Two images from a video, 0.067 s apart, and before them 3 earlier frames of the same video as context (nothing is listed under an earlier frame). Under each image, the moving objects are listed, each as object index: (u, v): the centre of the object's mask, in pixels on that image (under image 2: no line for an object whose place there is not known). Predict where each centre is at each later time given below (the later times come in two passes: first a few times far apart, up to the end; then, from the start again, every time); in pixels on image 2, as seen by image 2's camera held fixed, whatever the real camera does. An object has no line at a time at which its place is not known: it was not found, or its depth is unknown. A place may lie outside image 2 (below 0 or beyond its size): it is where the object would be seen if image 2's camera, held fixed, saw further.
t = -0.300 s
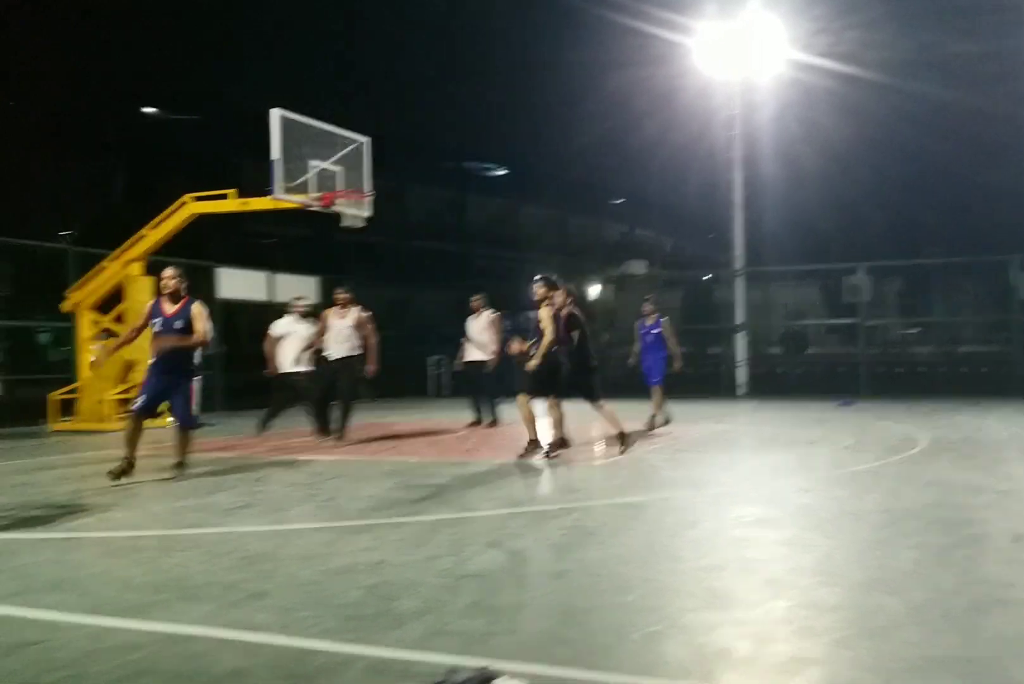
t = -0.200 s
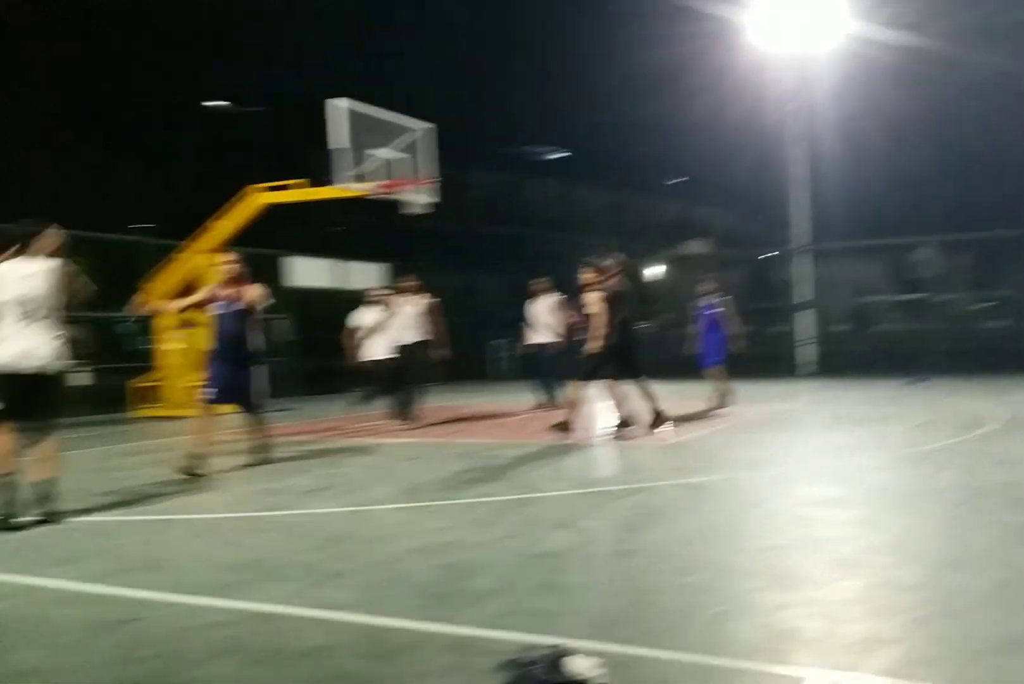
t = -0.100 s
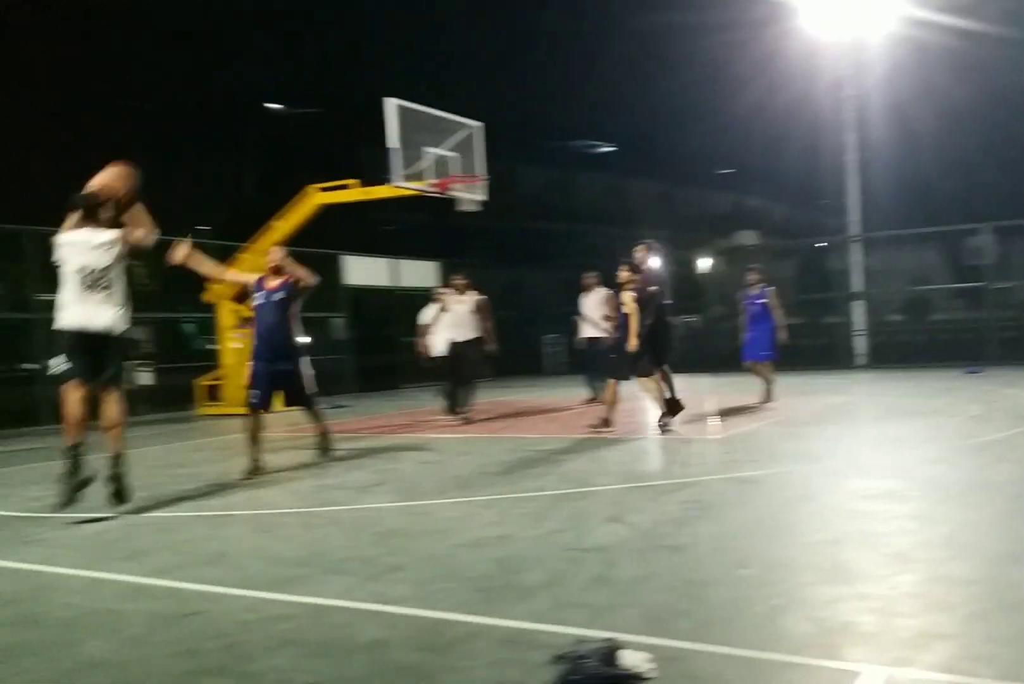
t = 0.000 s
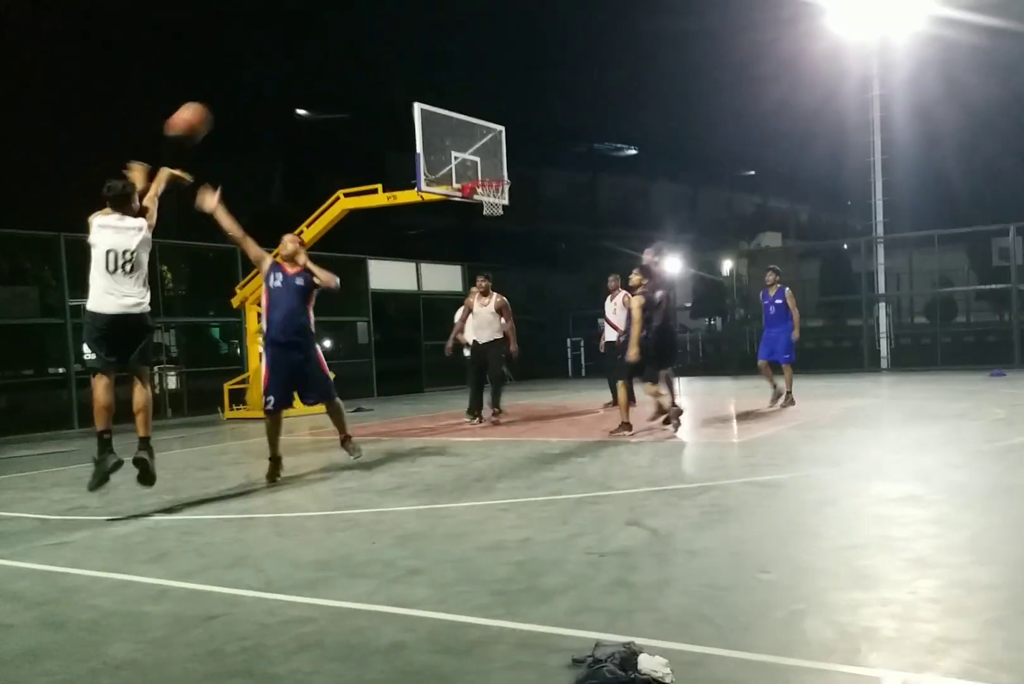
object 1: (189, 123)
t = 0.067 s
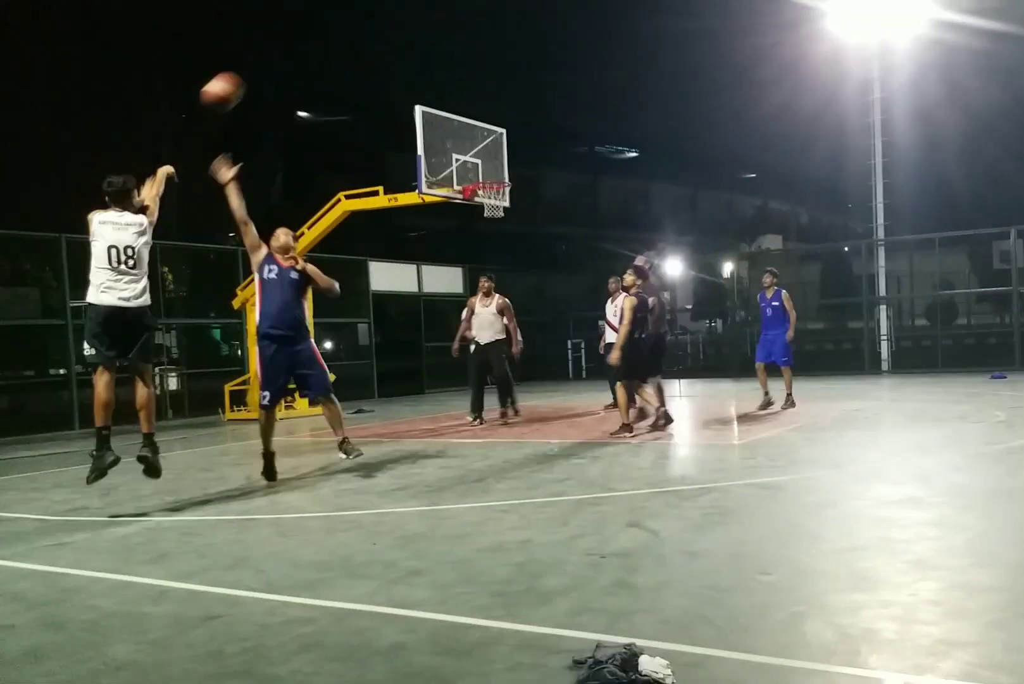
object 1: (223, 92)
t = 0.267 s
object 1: (303, 39)
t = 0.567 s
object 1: (391, 51)
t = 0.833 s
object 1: (451, 116)
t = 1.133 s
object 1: (495, 160)
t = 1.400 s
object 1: (531, 163)
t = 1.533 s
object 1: (548, 183)
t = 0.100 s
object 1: (238, 78)
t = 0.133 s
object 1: (254, 67)
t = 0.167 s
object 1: (266, 58)
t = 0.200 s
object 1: (278, 50)
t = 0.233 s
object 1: (290, 44)
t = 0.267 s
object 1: (303, 39)
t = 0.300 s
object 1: (314, 36)
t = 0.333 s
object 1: (324, 33)
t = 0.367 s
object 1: (335, 33)
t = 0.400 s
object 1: (345, 34)
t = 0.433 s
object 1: (355, 35)
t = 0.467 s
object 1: (364, 37)
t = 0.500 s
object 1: (373, 41)
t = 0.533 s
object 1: (382, 46)
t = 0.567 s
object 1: (391, 51)
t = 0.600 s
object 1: (399, 56)
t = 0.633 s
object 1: (407, 64)
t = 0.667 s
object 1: (415, 72)
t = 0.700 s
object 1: (422, 79)
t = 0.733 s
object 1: (430, 88)
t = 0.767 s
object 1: (437, 97)
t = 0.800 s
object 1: (443, 107)
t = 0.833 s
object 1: (451, 116)
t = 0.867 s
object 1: (458, 130)
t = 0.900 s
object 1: (464, 140)
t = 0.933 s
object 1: (470, 151)
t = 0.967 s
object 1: (477, 166)
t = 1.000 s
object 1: (482, 175)
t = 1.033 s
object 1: (486, 172)
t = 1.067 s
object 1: (488, 166)
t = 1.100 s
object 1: (492, 163)
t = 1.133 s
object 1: (495, 160)
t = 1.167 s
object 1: (500, 157)
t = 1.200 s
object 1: (505, 155)
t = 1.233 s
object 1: (509, 155)
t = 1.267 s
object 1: (514, 155)
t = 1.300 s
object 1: (518, 156)
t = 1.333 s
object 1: (522, 157)
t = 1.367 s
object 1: (527, 160)
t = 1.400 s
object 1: (531, 163)
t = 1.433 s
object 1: (535, 167)
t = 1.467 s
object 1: (539, 171)
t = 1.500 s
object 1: (544, 177)
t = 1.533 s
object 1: (548, 183)
